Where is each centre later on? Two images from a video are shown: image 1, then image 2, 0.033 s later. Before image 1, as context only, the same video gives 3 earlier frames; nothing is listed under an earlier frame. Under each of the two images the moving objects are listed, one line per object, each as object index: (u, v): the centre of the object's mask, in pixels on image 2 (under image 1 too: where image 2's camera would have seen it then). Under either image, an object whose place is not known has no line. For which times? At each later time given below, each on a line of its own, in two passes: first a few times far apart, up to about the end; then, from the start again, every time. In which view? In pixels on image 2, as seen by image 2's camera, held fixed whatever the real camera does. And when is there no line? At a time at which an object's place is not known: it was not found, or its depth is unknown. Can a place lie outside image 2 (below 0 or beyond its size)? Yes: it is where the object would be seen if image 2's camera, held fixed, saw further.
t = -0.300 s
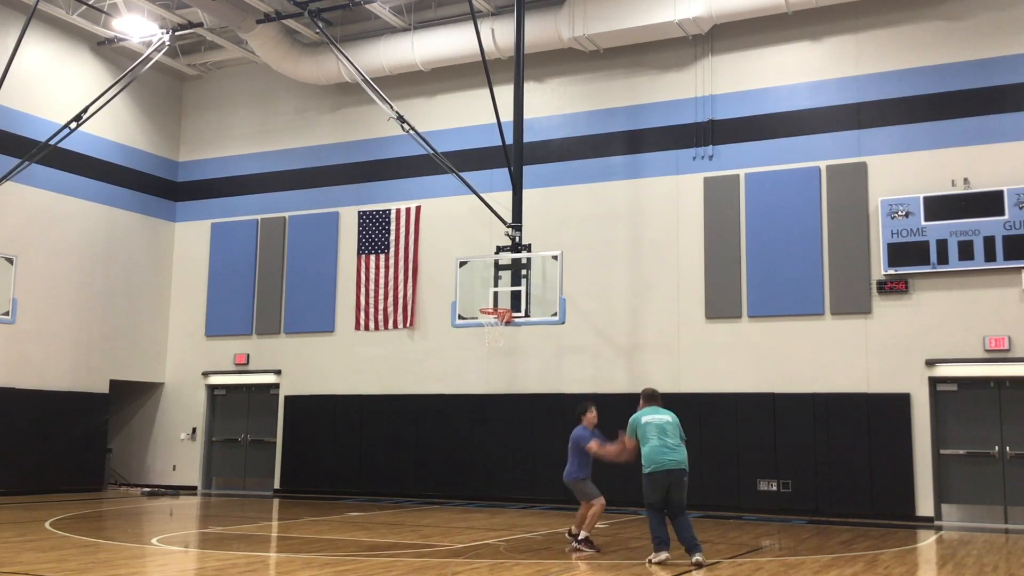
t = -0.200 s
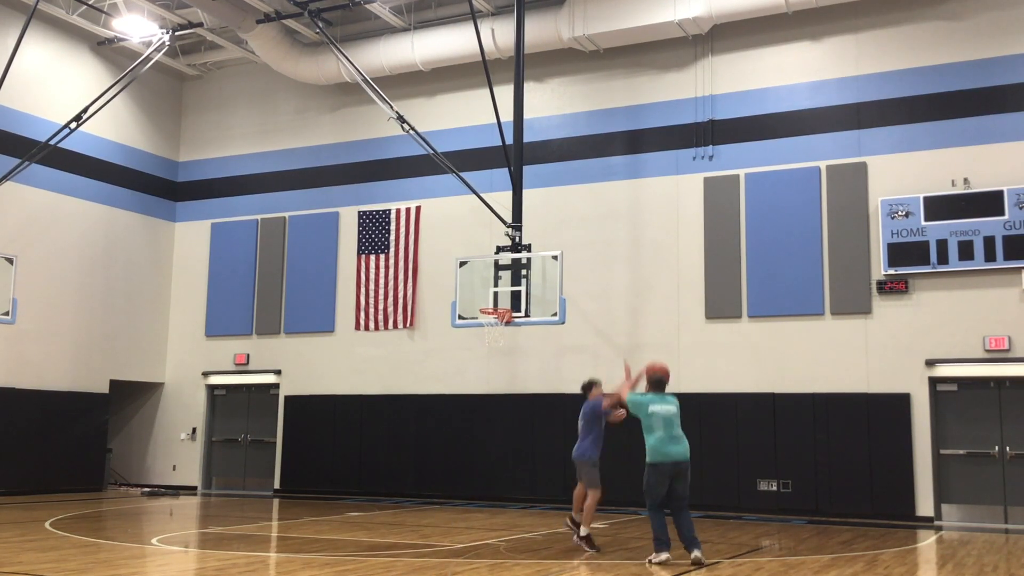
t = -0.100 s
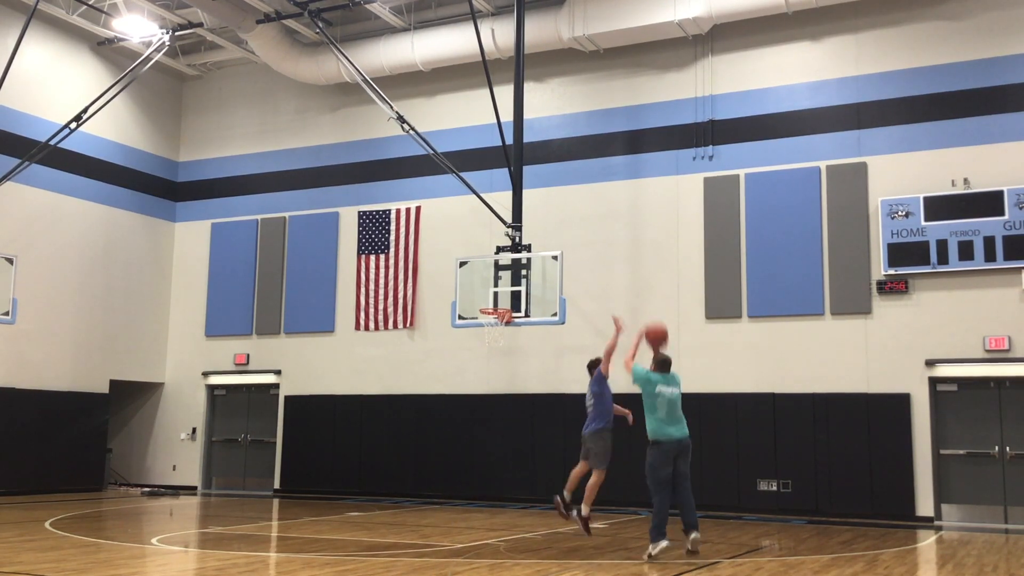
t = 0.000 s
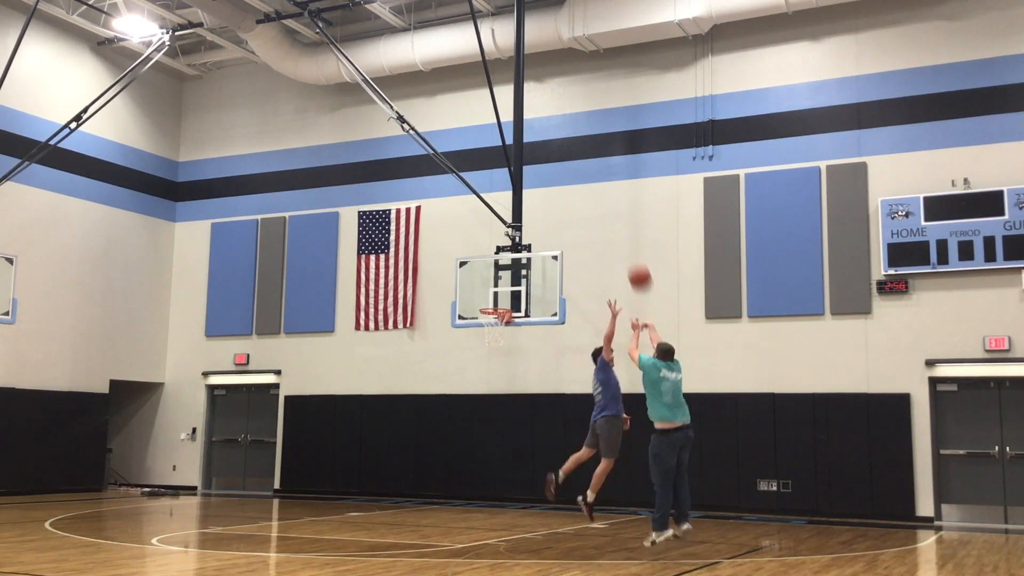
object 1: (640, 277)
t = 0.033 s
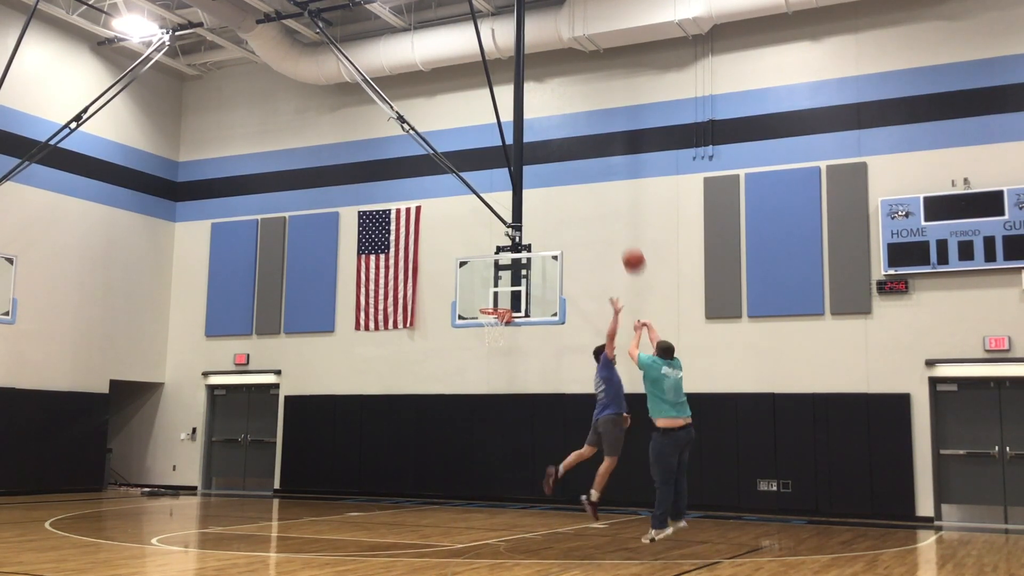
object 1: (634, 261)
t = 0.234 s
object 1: (599, 185)
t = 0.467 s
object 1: (565, 148)
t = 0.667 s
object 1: (540, 151)
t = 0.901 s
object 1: (513, 187)
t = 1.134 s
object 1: (488, 254)
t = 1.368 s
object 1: (460, 342)
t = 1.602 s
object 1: (426, 445)
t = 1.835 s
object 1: (399, 458)
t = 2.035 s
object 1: (381, 401)
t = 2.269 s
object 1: (358, 365)
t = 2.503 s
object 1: (334, 362)
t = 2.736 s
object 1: (309, 394)
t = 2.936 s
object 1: (288, 448)
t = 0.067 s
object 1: (627, 245)
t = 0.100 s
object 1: (621, 230)
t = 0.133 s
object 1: (615, 217)
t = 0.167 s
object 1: (610, 205)
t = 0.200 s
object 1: (604, 195)
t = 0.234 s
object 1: (599, 185)
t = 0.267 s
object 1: (594, 177)
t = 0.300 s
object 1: (589, 170)
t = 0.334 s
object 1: (584, 163)
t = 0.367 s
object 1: (579, 158)
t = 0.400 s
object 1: (574, 154)
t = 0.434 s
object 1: (570, 151)
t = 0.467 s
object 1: (565, 148)
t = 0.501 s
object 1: (561, 147)
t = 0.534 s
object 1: (557, 146)
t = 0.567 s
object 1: (552, 146)
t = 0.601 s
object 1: (548, 147)
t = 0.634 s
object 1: (544, 149)
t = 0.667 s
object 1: (540, 151)
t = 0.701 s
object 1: (536, 154)
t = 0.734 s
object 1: (532, 157)
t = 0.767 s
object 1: (528, 162)
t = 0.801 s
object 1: (524, 167)
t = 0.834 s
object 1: (520, 173)
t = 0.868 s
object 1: (517, 180)
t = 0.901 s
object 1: (513, 187)
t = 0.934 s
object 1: (510, 195)
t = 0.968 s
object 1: (505, 204)
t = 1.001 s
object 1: (502, 213)
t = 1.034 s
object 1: (498, 223)
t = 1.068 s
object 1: (495, 232)
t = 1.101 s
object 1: (492, 243)
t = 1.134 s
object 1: (488, 254)
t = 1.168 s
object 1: (485, 266)
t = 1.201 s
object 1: (482, 279)
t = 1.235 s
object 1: (478, 292)
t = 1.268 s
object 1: (475, 305)
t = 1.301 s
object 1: (470, 317)
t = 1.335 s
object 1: (465, 330)
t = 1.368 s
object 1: (460, 342)
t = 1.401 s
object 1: (455, 355)
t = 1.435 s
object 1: (450, 368)
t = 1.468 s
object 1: (446, 382)
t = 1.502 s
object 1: (440, 398)
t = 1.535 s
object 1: (435, 413)
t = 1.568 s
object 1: (431, 428)
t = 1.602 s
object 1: (426, 445)
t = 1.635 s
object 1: (421, 462)
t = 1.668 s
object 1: (416, 480)
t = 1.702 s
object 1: (412, 497)
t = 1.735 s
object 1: (408, 496)
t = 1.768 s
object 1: (405, 483)
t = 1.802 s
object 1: (402, 470)
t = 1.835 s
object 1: (399, 458)
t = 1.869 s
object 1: (396, 446)
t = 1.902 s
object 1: (393, 436)
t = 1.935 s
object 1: (390, 426)
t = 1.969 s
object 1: (387, 416)
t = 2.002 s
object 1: (384, 408)
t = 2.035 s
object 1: (381, 401)
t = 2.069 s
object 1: (377, 393)
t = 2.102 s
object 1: (374, 386)
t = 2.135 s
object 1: (371, 380)
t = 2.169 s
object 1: (367, 375)
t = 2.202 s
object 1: (364, 371)
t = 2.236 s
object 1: (361, 367)
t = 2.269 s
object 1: (358, 365)
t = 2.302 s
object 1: (354, 362)
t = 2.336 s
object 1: (351, 360)
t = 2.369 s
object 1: (348, 359)
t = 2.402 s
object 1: (344, 359)
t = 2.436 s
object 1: (341, 359)
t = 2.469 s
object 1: (338, 361)
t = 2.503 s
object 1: (334, 362)
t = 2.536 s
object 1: (331, 365)
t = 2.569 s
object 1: (327, 368)
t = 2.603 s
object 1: (324, 372)
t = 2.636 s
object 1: (320, 376)
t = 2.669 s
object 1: (317, 381)
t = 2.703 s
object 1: (313, 387)
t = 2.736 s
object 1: (309, 394)
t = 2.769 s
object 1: (306, 401)
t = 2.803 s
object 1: (302, 409)
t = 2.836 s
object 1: (298, 417)
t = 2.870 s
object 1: (294, 427)
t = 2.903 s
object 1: (291, 437)
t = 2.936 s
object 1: (288, 448)
